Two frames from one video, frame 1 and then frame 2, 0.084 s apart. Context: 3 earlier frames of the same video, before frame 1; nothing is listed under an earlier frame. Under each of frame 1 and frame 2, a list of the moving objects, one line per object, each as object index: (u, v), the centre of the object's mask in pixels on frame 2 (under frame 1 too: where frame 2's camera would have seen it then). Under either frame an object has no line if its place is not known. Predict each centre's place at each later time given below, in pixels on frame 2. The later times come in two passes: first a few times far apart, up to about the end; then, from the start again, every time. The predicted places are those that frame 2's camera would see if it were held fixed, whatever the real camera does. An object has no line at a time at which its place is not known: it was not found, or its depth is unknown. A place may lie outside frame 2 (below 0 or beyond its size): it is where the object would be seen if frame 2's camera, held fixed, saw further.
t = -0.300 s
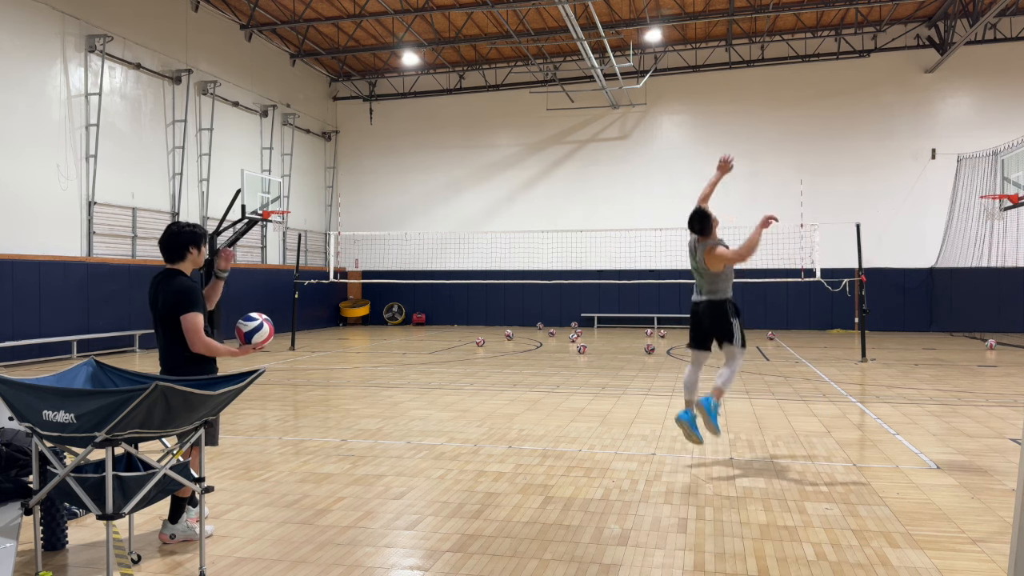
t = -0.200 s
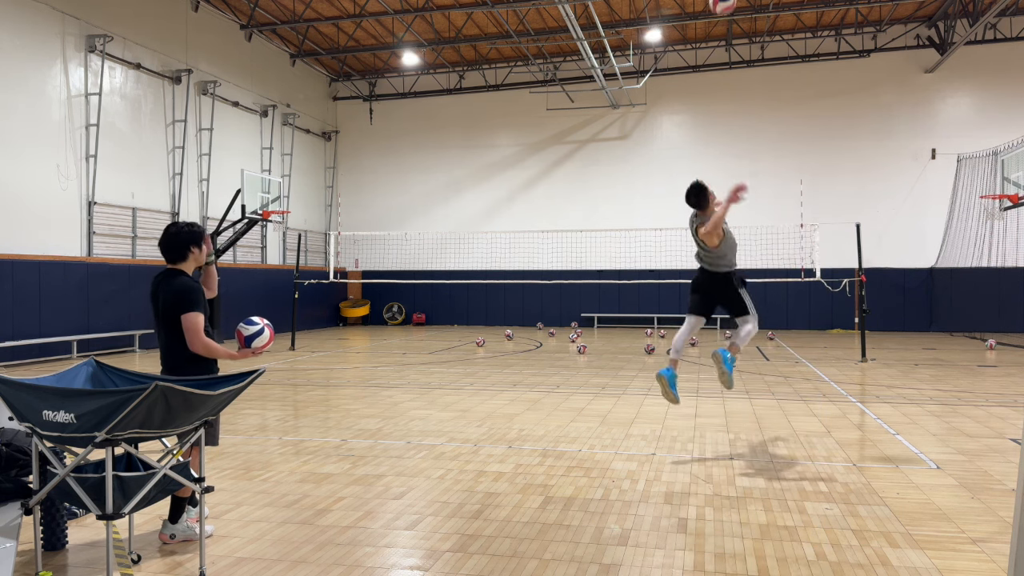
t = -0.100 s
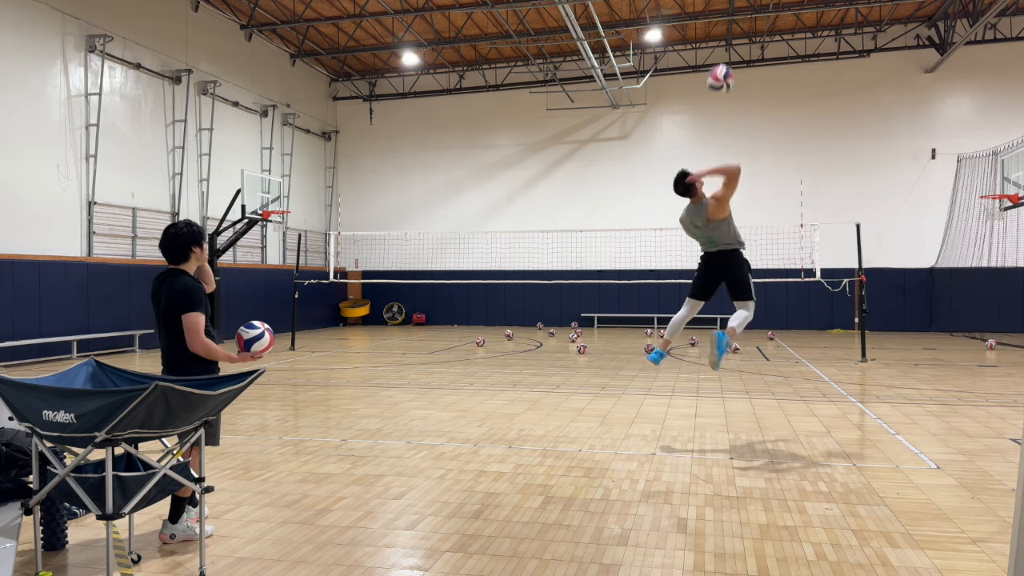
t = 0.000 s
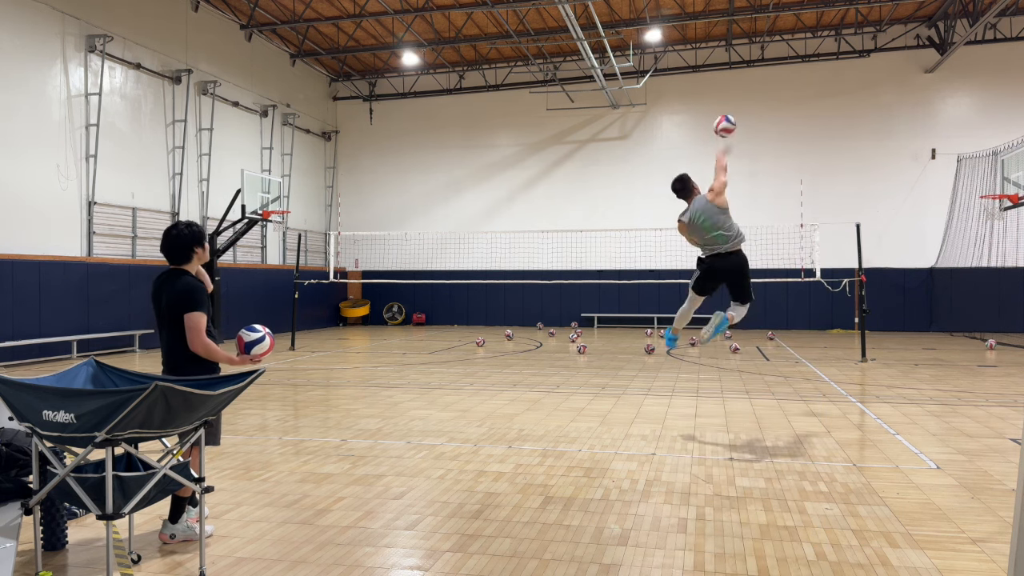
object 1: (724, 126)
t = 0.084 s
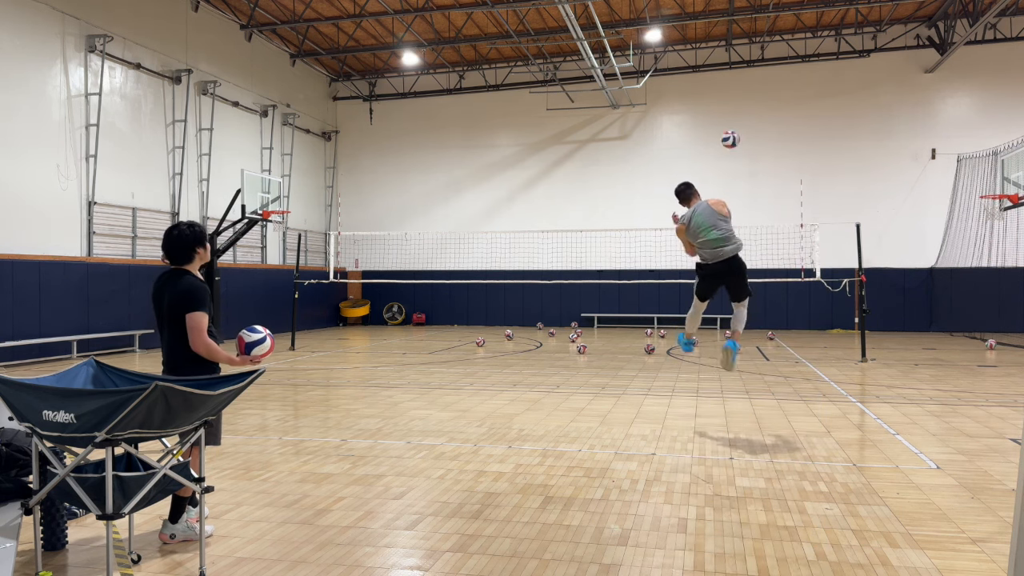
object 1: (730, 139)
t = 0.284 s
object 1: (733, 188)
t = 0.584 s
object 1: (725, 274)
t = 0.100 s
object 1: (731, 143)
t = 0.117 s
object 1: (732, 146)
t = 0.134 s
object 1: (732, 150)
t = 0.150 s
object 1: (733, 154)
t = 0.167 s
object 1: (733, 158)
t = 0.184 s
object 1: (733, 162)
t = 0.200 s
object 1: (733, 166)
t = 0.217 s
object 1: (733, 170)
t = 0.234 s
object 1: (733, 175)
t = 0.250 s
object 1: (733, 179)
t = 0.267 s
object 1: (733, 184)
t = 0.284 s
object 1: (733, 188)
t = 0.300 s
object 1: (733, 193)
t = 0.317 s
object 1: (733, 198)
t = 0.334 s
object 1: (732, 202)
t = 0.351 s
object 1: (732, 207)
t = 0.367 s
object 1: (731, 212)
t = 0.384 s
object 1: (731, 216)
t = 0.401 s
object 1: (731, 221)
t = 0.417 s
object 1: (730, 226)
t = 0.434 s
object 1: (730, 231)
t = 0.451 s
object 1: (729, 235)
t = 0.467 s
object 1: (729, 240)
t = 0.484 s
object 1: (729, 245)
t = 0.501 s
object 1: (728, 250)
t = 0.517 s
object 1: (727, 255)
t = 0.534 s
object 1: (727, 259)
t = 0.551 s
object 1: (727, 264)
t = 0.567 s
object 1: (726, 270)
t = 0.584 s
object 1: (725, 274)
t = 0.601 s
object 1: (725, 277)
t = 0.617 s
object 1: (724, 284)
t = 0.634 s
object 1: (724, 288)
